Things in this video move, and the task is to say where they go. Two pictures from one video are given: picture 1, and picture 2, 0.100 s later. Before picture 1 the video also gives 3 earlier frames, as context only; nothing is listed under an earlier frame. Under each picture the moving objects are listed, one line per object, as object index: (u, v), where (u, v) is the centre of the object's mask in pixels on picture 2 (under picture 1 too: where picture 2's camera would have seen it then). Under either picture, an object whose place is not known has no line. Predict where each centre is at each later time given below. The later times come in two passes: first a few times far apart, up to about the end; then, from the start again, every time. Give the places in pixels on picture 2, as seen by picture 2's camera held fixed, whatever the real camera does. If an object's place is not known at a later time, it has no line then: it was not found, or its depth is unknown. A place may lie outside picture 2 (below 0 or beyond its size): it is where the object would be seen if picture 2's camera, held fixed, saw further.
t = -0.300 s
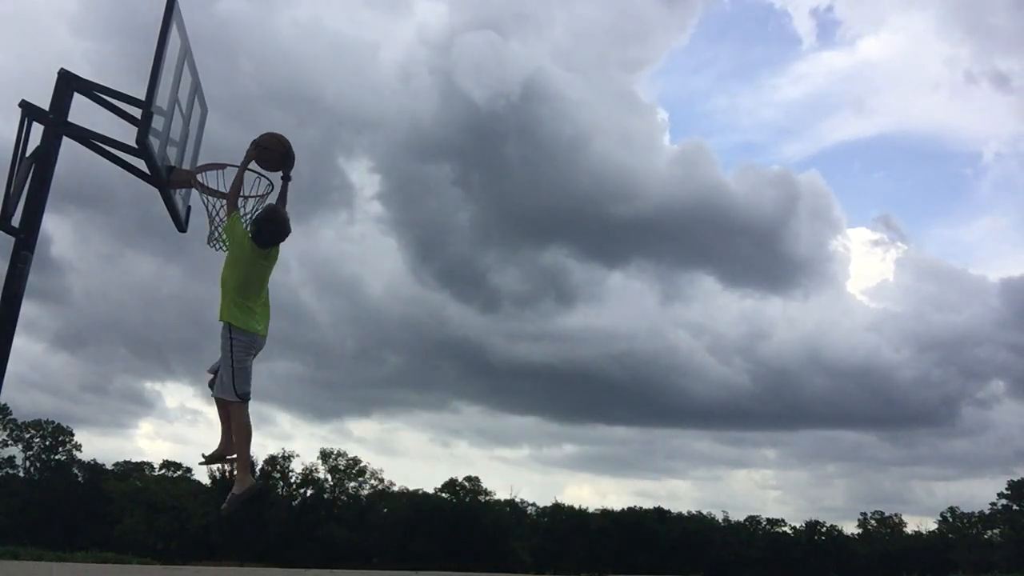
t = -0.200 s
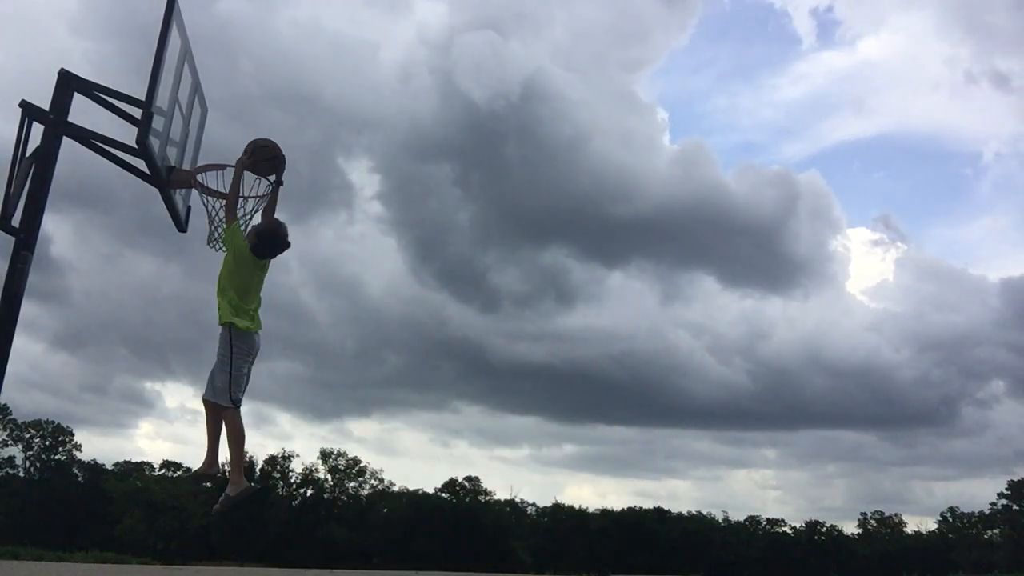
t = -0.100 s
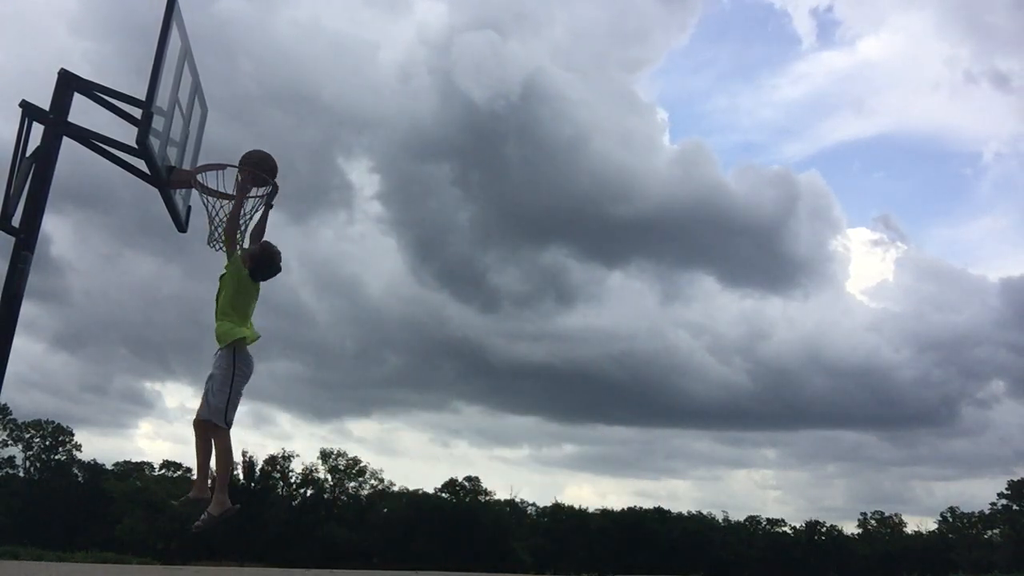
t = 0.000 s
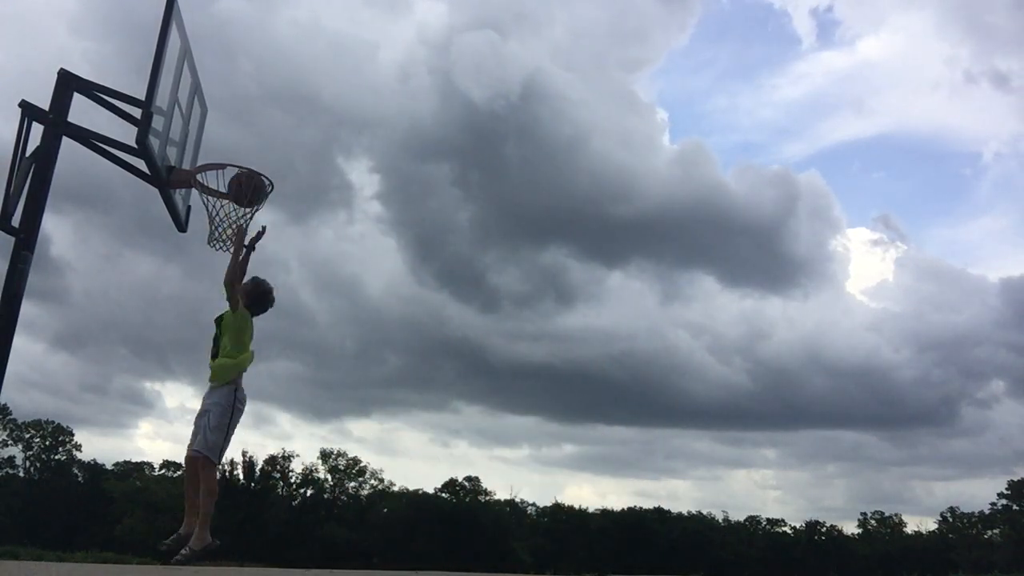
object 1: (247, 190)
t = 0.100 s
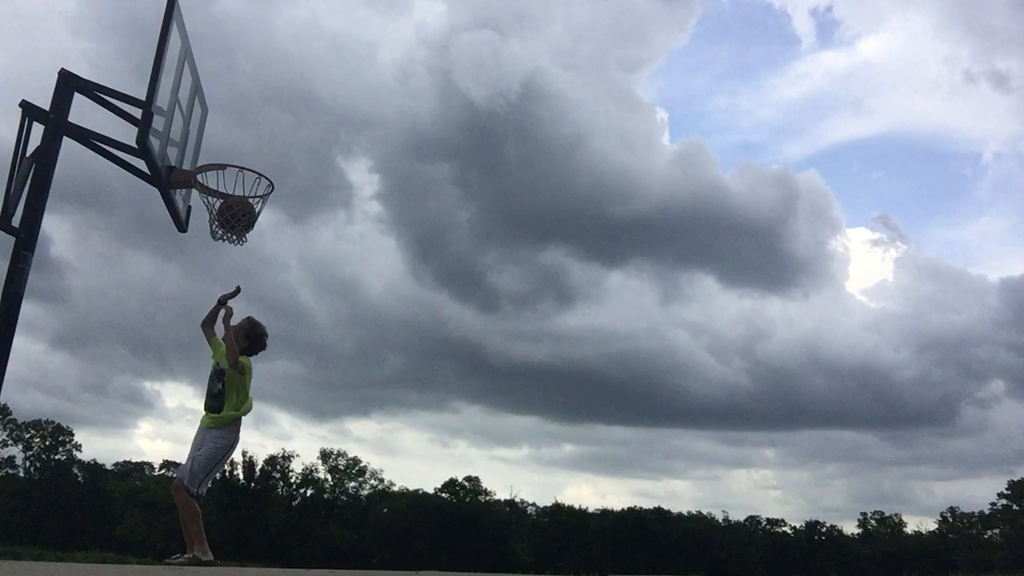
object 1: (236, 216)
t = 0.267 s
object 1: (228, 229)
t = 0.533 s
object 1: (220, 269)
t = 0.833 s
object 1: (201, 446)
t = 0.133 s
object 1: (234, 221)
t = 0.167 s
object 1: (233, 223)
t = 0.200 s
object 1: (232, 225)
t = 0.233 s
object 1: (230, 227)
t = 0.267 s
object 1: (228, 229)
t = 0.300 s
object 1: (226, 232)
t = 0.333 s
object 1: (224, 235)
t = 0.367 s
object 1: (222, 238)
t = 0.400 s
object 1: (222, 242)
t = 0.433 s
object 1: (221, 246)
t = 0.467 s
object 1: (221, 252)
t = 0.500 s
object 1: (221, 260)
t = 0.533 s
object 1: (220, 269)
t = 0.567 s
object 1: (218, 280)
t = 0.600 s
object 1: (217, 293)
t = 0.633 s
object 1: (216, 308)
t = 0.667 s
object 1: (214, 326)
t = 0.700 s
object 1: (213, 345)
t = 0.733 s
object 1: (211, 367)
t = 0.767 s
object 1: (208, 391)
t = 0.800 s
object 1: (205, 417)
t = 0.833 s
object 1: (201, 446)
